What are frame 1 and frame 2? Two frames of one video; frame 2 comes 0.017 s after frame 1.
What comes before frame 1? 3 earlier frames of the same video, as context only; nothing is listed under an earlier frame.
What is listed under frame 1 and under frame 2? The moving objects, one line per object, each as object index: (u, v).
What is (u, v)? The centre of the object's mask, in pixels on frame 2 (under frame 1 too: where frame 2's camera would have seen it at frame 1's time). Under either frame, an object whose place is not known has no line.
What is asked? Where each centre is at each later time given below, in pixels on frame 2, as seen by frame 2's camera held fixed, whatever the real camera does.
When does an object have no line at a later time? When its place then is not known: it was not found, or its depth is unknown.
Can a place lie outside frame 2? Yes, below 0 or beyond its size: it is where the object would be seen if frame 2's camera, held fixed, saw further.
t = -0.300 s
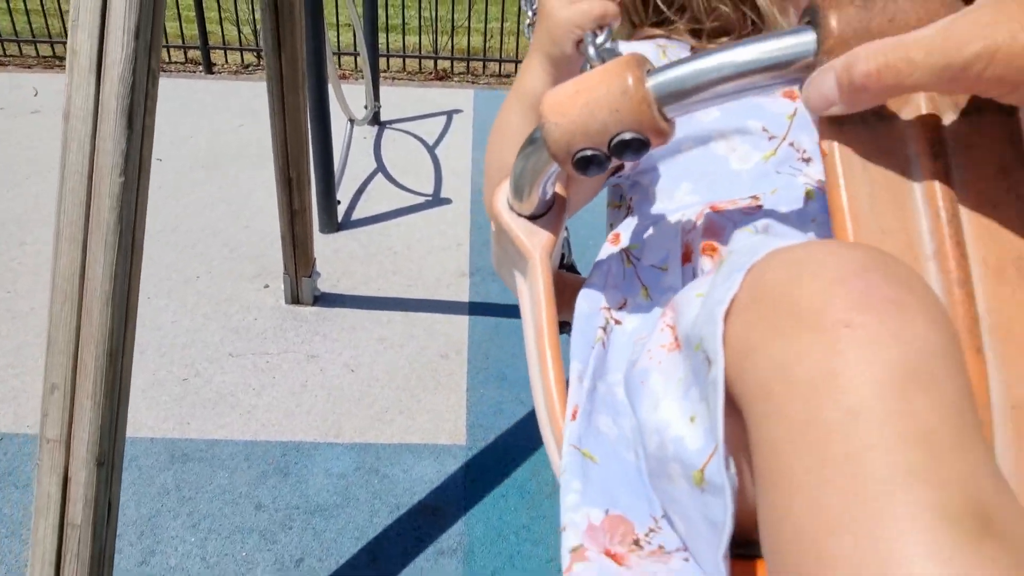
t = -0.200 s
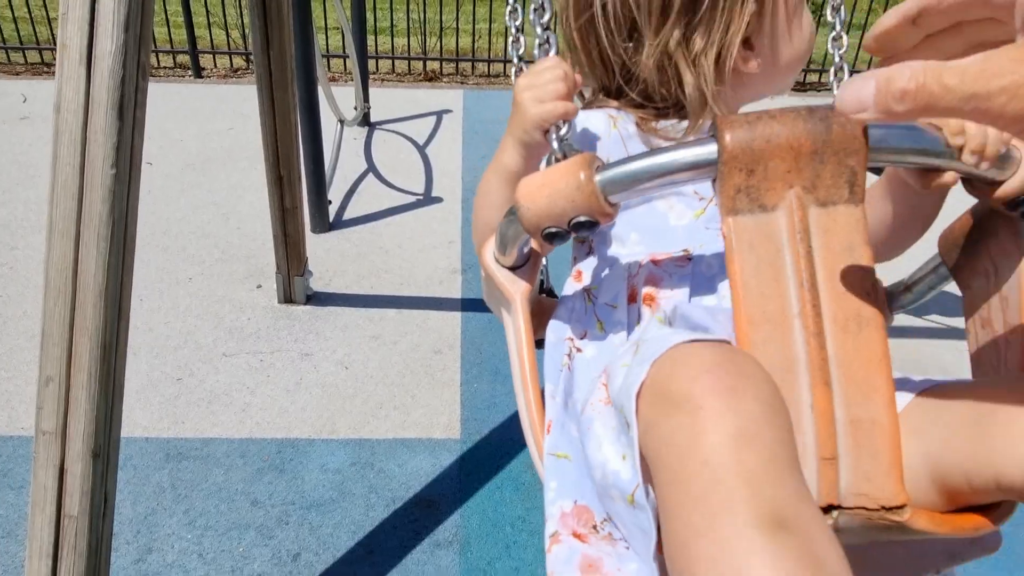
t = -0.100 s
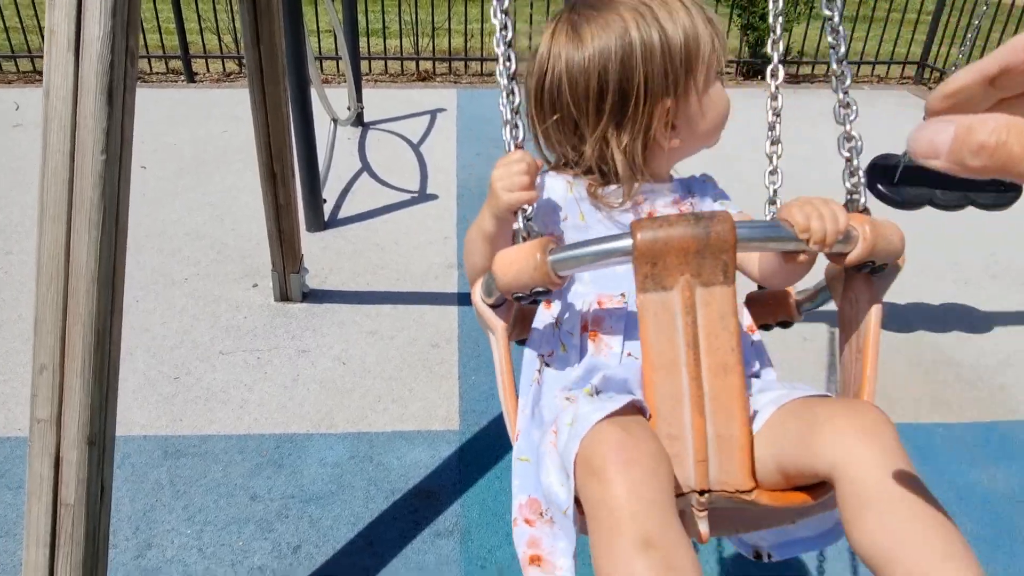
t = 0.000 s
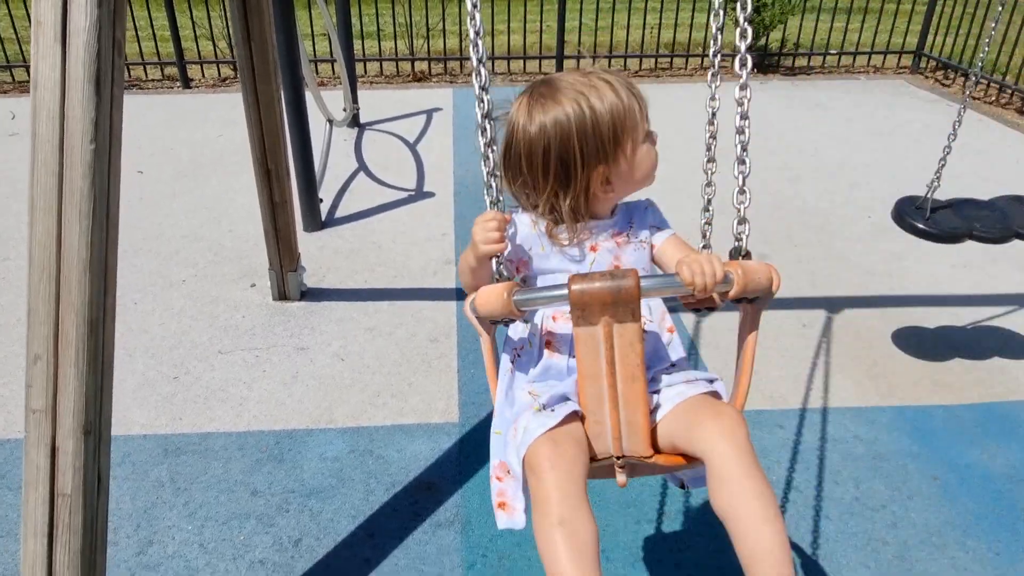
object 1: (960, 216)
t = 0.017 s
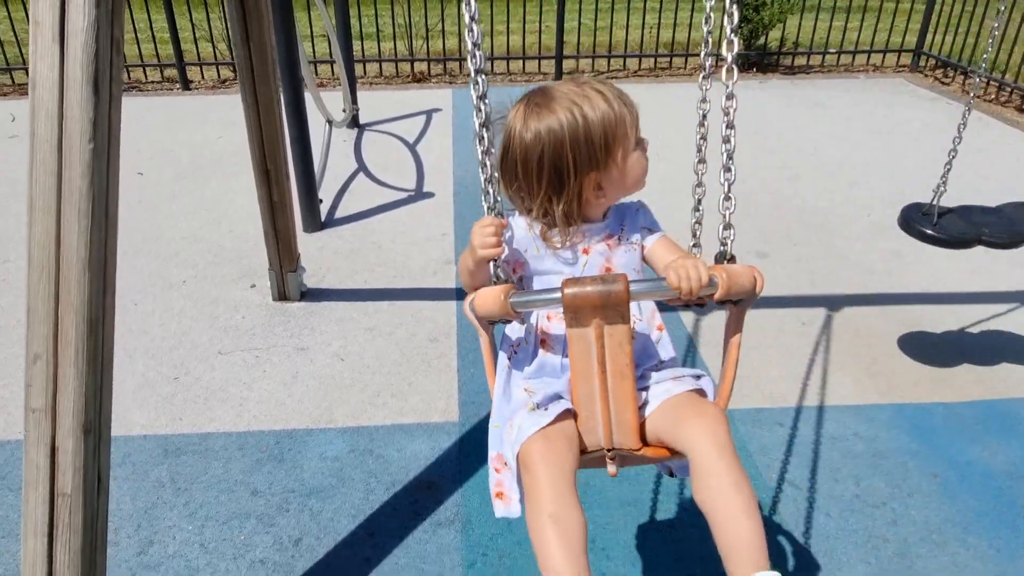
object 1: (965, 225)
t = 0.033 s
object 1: (969, 234)
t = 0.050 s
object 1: (973, 243)
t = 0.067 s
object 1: (978, 252)
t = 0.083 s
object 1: (983, 260)
